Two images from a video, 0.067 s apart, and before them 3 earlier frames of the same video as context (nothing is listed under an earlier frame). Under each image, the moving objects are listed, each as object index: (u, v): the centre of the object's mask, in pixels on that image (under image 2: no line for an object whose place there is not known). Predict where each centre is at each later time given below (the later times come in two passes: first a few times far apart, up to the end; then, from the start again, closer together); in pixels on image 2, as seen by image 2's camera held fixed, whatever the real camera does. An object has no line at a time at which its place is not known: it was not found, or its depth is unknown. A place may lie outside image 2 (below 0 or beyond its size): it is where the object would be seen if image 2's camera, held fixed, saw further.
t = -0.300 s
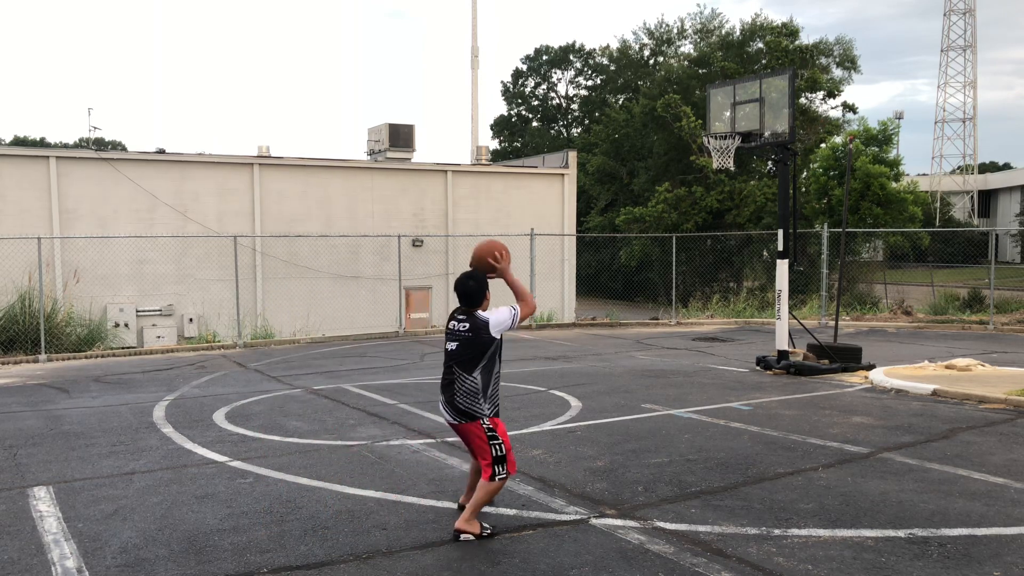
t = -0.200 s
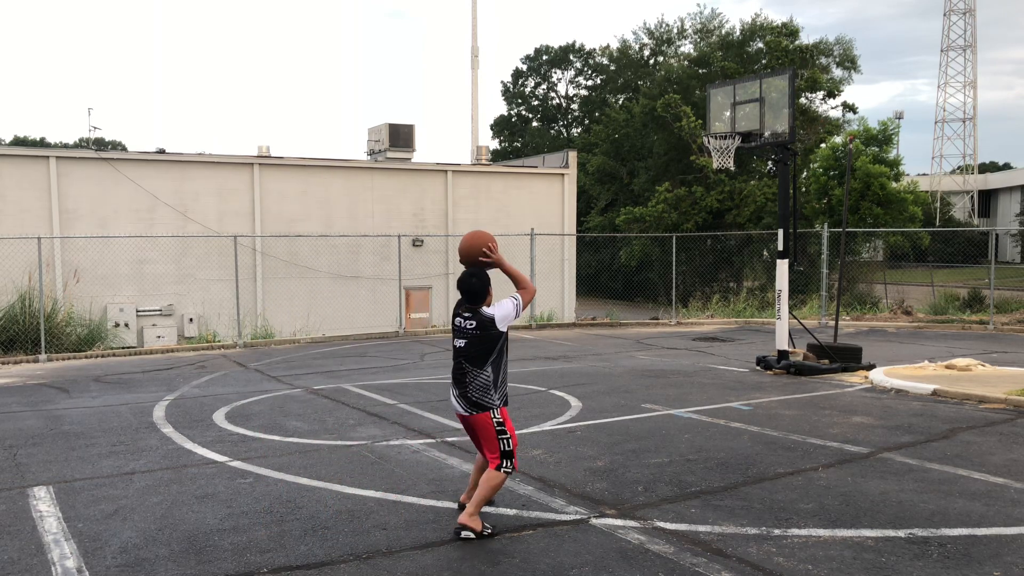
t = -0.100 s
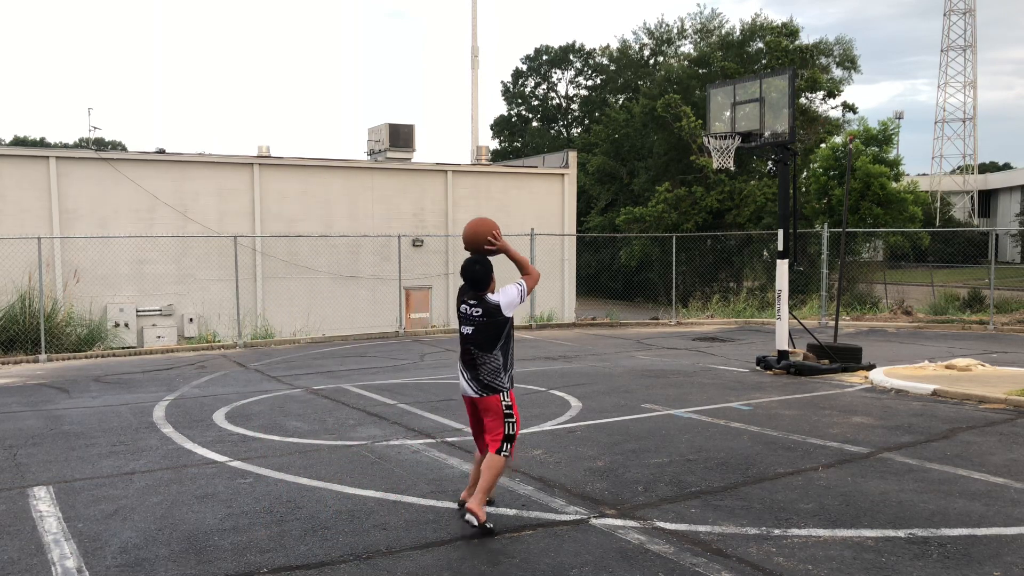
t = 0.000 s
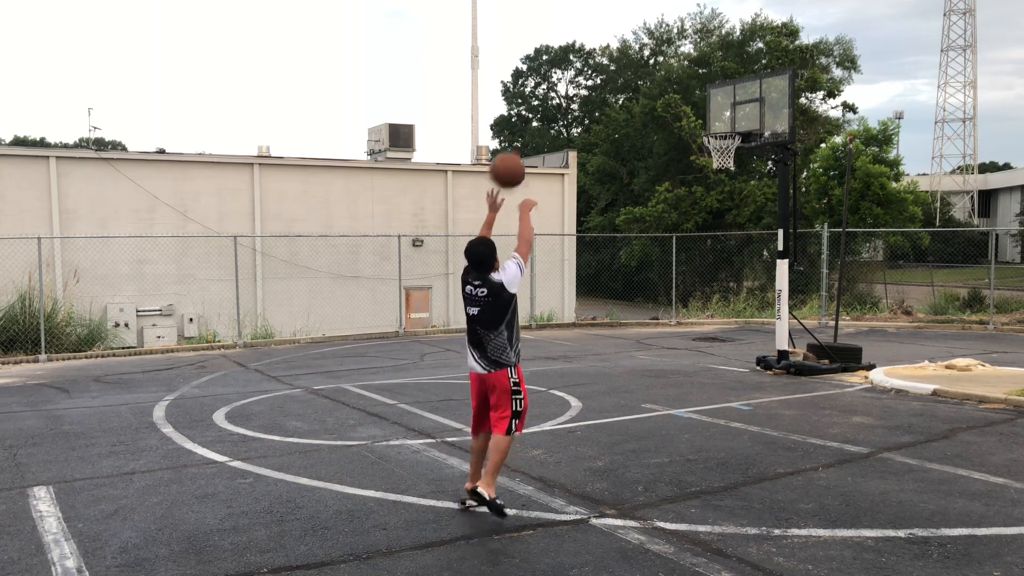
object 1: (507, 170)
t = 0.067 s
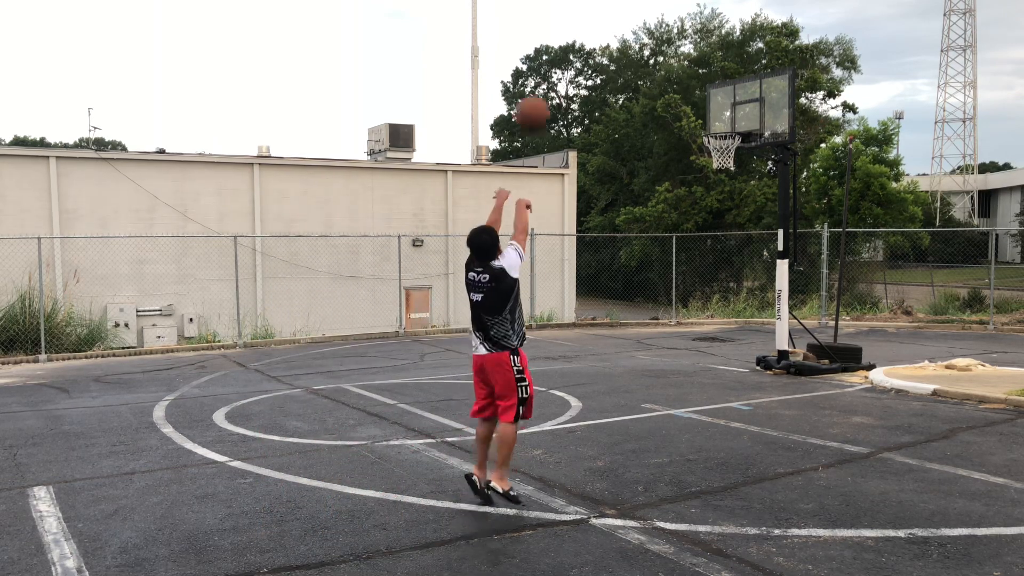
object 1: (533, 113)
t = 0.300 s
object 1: (601, 8)
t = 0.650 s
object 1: (666, 3)
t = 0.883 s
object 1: (696, 51)
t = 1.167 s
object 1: (736, 149)
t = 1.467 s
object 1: (732, 156)
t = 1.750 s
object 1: (719, 227)
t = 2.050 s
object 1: (706, 374)
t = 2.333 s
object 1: (676, 278)
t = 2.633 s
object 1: (643, 237)
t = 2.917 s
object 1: (612, 266)
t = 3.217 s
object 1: (582, 370)
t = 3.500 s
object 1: (554, 307)
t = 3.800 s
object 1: (526, 292)
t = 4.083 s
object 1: (501, 343)
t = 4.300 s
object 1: (482, 348)
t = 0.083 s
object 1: (538, 102)
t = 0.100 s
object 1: (543, 93)
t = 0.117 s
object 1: (549, 79)
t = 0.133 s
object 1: (554, 70)
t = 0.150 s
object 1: (560, 60)
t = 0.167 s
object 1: (564, 53)
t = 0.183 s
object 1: (569, 45)
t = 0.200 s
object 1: (574, 37)
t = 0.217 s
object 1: (579, 30)
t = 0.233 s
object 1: (584, 24)
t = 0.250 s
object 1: (588, 18)
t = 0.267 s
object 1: (592, 13)
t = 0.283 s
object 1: (597, 10)
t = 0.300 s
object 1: (601, 8)
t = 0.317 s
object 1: (605, 6)
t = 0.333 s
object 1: (609, 4)
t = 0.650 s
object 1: (666, 3)
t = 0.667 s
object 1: (669, 4)
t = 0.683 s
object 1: (671, 6)
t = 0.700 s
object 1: (674, 7)
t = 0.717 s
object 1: (676, 9)
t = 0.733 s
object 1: (678, 11)
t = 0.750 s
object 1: (680, 14)
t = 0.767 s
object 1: (682, 18)
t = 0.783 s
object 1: (684, 23)
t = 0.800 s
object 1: (686, 27)
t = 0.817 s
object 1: (688, 32)
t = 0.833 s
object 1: (690, 36)
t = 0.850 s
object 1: (692, 42)
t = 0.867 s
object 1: (693, 47)
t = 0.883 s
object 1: (696, 51)
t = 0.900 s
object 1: (698, 58)
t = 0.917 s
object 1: (700, 63)
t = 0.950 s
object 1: (702, 74)
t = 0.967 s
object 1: (703, 79)
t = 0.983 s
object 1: (705, 86)
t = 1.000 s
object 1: (706, 92)
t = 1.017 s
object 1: (708, 99)
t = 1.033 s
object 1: (709, 105)
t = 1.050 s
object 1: (711, 111)
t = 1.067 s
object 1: (712, 119)
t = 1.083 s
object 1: (713, 125)
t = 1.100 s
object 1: (714, 129)
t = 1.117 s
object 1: (717, 136)
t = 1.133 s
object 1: (723, 141)
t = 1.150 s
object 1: (726, 142)
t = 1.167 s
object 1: (736, 149)
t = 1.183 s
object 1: (736, 152)
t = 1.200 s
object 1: (737, 152)
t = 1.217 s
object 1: (737, 153)
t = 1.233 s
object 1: (737, 152)
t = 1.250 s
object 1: (740, 153)
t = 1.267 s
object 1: (737, 152)
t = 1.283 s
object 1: (742, 153)
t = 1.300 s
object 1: (742, 153)
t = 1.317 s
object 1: (742, 152)
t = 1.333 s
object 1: (742, 152)
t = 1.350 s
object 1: (740, 151)
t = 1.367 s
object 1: (739, 151)
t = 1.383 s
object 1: (738, 150)
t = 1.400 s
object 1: (738, 151)
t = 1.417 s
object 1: (735, 153)
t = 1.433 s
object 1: (733, 154)
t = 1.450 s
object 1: (733, 155)
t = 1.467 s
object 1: (732, 156)
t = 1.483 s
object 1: (732, 159)
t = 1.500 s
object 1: (731, 163)
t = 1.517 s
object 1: (730, 165)
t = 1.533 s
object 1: (729, 168)
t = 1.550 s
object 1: (729, 171)
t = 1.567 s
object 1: (728, 174)
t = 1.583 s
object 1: (727, 178)
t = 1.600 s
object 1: (726, 183)
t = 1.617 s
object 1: (725, 186)
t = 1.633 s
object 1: (725, 190)
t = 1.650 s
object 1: (724, 195)
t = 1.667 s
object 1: (723, 199)
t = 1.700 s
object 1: (722, 211)
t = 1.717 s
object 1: (721, 216)
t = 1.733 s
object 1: (720, 221)
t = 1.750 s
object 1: (719, 227)
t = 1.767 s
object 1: (719, 232)
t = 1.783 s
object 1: (718, 240)
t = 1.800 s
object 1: (717, 246)
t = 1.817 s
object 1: (716, 254)
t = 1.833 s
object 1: (715, 261)
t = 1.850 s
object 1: (714, 267)
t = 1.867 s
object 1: (714, 275)
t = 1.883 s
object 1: (713, 283)
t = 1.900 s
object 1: (712, 290)
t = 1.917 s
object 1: (711, 300)
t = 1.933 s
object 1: (710, 309)
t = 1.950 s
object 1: (710, 317)
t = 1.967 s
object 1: (709, 325)
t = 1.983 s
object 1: (708, 335)
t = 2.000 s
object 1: (708, 344)
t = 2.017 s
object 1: (707, 354)
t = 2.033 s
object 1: (706, 366)
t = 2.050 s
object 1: (706, 374)
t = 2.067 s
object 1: (704, 377)
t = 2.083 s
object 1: (702, 370)
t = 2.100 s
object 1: (700, 362)
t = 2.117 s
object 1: (698, 355)
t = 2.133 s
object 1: (697, 347)
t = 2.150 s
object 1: (695, 340)
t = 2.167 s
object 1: (693, 334)
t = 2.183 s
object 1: (691, 327)
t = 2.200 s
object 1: (689, 321)
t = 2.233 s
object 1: (687, 309)
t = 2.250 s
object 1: (684, 303)
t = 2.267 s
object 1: (682, 297)
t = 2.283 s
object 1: (681, 292)
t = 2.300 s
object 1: (678, 287)
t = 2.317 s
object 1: (677, 282)
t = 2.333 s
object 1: (676, 278)
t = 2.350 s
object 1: (674, 274)
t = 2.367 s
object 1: (672, 270)
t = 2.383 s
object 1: (670, 266)
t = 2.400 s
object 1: (668, 262)
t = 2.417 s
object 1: (666, 258)
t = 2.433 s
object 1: (664, 255)
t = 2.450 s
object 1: (663, 253)
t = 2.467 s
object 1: (662, 251)
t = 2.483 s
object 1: (659, 249)
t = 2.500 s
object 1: (657, 245)
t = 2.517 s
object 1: (656, 244)
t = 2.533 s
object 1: (654, 242)
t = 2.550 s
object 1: (652, 240)
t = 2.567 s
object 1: (650, 239)
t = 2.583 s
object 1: (649, 238)
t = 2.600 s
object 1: (647, 237)
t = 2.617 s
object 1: (645, 237)
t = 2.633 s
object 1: (643, 237)
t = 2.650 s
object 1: (642, 237)
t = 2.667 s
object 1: (640, 237)
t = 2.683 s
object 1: (638, 237)
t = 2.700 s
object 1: (635, 238)
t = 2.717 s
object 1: (634, 239)
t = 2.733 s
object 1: (632, 239)
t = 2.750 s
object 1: (630, 240)
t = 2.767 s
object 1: (628, 242)
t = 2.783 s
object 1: (627, 244)
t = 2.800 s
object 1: (625, 246)
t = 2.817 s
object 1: (623, 248)
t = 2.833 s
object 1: (621, 251)
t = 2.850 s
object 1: (620, 253)
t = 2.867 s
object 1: (618, 256)
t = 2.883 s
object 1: (616, 259)
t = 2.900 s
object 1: (614, 263)
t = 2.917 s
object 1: (612, 266)
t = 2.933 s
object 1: (610, 271)
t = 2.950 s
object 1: (609, 275)
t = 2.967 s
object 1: (607, 279)
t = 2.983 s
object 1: (605, 282)
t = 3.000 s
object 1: (603, 288)
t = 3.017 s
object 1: (602, 293)
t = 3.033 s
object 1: (600, 298)
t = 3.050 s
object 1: (599, 303)
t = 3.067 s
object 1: (597, 309)
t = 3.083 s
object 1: (595, 315)
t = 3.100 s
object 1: (593, 322)
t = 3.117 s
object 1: (591, 328)
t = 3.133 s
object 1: (590, 334)
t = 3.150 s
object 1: (588, 341)
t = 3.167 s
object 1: (587, 349)
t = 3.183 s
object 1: (585, 355)
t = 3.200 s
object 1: (584, 362)
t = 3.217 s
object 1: (582, 370)
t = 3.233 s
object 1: (580, 377)
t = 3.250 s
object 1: (579, 376)
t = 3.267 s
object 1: (577, 370)
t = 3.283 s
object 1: (576, 364)
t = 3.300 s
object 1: (574, 359)
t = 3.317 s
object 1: (572, 353)
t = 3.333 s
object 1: (570, 348)
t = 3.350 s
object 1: (569, 342)
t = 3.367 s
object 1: (567, 338)
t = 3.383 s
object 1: (566, 333)
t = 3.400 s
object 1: (564, 329)
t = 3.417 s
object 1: (563, 324)
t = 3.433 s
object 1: (561, 321)
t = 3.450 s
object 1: (559, 317)
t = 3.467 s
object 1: (557, 313)
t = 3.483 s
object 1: (556, 310)
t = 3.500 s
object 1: (554, 307)
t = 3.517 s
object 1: (553, 304)
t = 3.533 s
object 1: (551, 302)
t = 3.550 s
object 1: (550, 299)
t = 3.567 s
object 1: (548, 297)
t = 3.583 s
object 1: (546, 295)
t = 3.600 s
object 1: (545, 294)
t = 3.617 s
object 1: (543, 292)
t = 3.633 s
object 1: (542, 291)
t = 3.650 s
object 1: (540, 290)
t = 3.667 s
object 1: (539, 290)
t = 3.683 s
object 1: (537, 289)
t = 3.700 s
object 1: (535, 289)
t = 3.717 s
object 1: (534, 288)
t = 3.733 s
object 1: (532, 289)
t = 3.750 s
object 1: (531, 289)
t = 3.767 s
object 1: (529, 290)
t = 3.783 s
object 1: (528, 291)
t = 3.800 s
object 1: (526, 292)
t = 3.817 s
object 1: (525, 293)
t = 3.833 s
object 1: (523, 294)
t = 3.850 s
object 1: (522, 296)
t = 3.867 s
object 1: (520, 298)
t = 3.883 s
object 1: (519, 300)
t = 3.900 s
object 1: (517, 303)
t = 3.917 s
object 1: (516, 305)
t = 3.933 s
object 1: (514, 308)
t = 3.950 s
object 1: (513, 311)
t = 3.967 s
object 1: (511, 314)
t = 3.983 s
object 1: (510, 317)
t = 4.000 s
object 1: (508, 321)
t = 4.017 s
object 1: (507, 325)
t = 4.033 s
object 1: (505, 330)
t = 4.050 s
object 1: (504, 334)
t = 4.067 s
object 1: (503, 339)
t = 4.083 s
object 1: (501, 343)
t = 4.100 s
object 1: (500, 349)
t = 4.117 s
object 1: (498, 354)
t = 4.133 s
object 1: (497, 359)
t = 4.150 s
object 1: (496, 365)
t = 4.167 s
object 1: (494, 371)
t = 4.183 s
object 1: (493, 377)
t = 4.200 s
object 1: (491, 374)
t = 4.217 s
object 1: (490, 369)
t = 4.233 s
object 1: (488, 364)
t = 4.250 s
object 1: (487, 360)
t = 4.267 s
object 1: (485, 356)
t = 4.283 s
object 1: (484, 351)
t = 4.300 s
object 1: (482, 348)
